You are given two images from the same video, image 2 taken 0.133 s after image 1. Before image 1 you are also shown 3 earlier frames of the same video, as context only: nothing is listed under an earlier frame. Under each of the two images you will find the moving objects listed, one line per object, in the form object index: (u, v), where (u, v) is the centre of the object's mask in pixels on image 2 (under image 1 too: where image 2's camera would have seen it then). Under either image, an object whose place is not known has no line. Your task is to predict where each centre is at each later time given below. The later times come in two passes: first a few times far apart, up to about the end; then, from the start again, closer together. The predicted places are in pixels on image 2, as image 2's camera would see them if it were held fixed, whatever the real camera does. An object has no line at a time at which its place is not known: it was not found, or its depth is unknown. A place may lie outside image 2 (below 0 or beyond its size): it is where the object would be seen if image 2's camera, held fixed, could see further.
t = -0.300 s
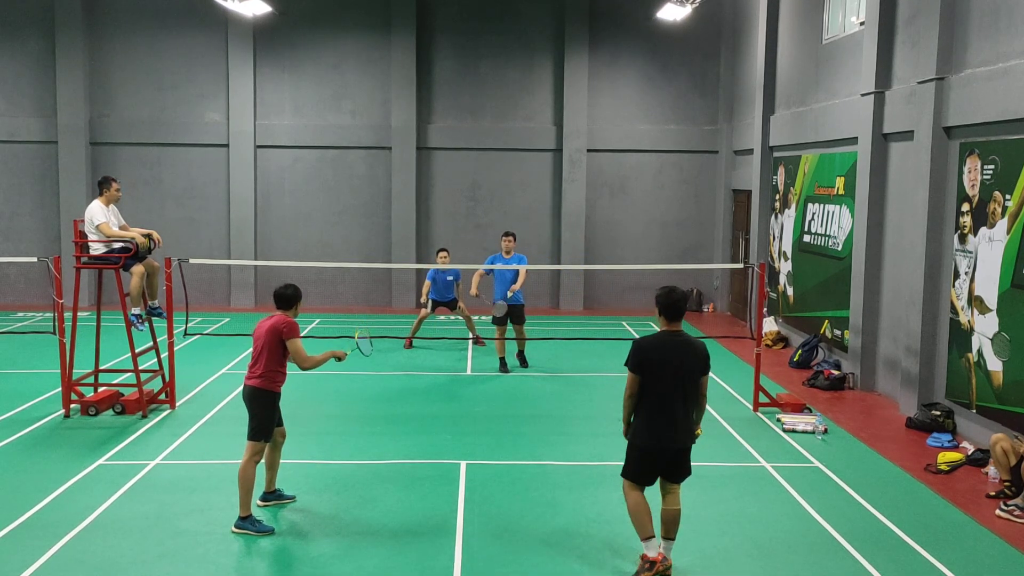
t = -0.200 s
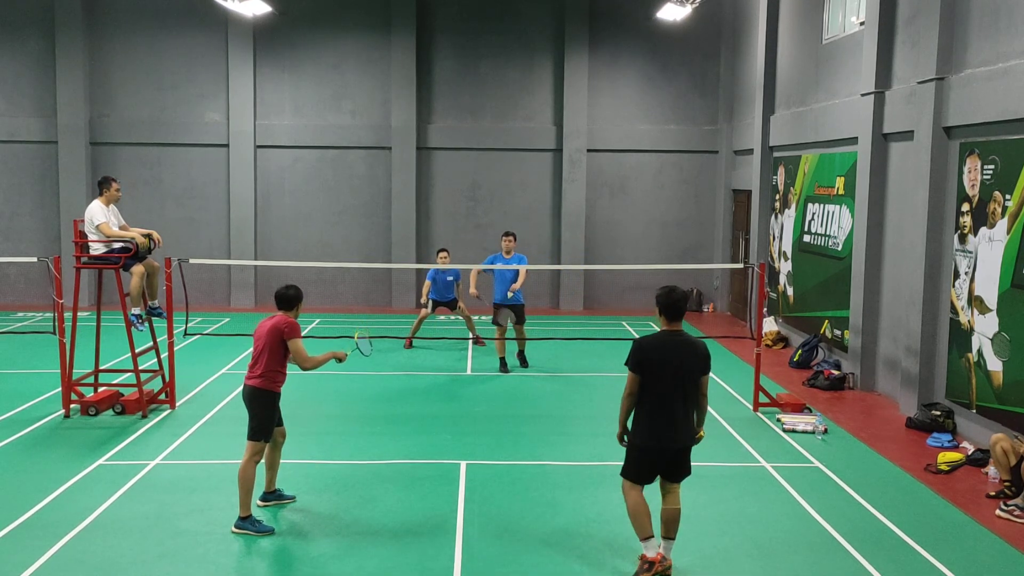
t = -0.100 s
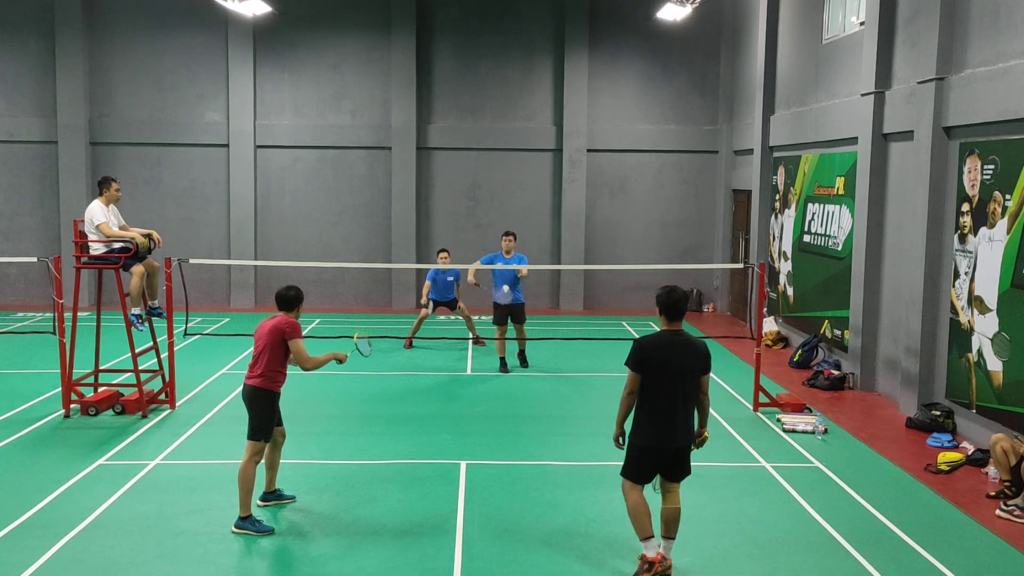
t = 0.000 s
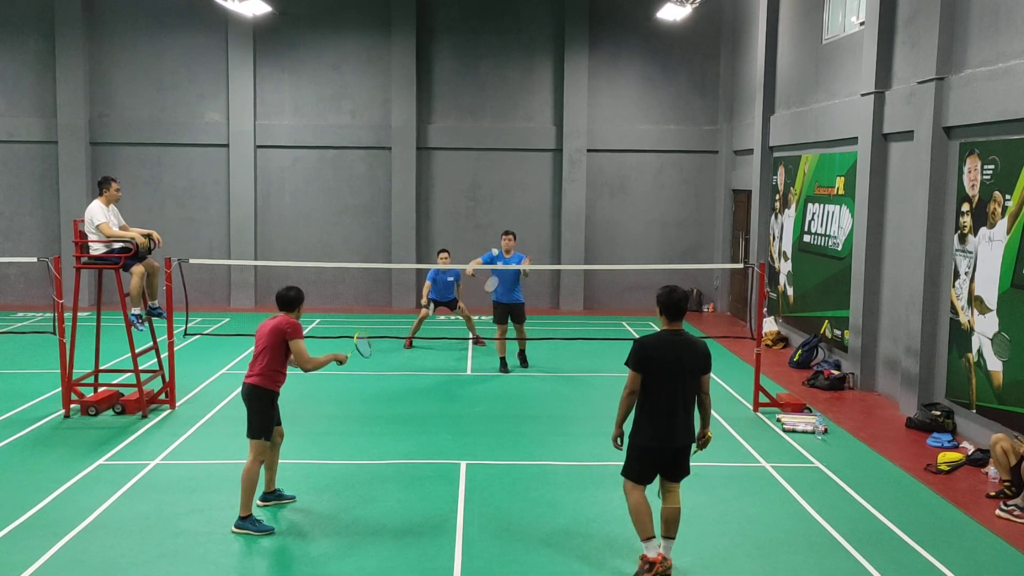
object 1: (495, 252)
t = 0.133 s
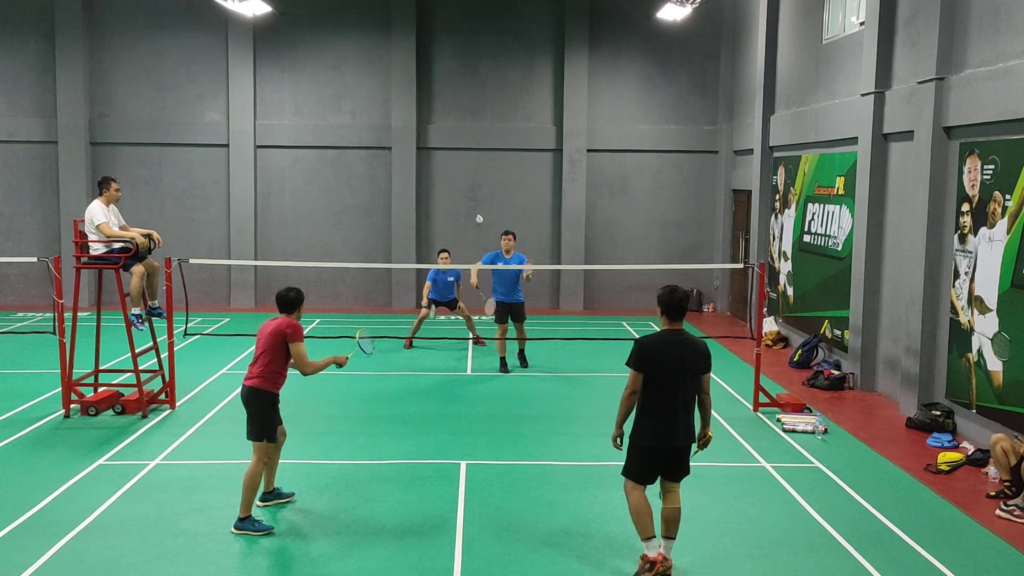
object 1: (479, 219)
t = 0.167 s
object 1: (475, 213)
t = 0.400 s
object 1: (452, 202)
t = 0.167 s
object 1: (475, 213)
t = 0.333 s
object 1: (459, 200)
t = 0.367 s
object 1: (455, 201)
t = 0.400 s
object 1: (452, 202)
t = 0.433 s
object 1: (449, 205)
